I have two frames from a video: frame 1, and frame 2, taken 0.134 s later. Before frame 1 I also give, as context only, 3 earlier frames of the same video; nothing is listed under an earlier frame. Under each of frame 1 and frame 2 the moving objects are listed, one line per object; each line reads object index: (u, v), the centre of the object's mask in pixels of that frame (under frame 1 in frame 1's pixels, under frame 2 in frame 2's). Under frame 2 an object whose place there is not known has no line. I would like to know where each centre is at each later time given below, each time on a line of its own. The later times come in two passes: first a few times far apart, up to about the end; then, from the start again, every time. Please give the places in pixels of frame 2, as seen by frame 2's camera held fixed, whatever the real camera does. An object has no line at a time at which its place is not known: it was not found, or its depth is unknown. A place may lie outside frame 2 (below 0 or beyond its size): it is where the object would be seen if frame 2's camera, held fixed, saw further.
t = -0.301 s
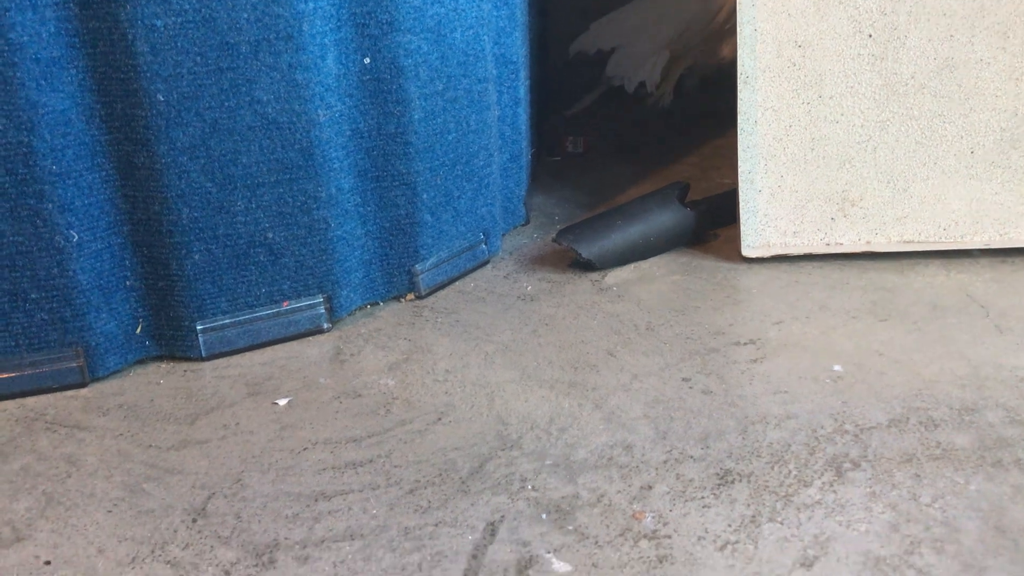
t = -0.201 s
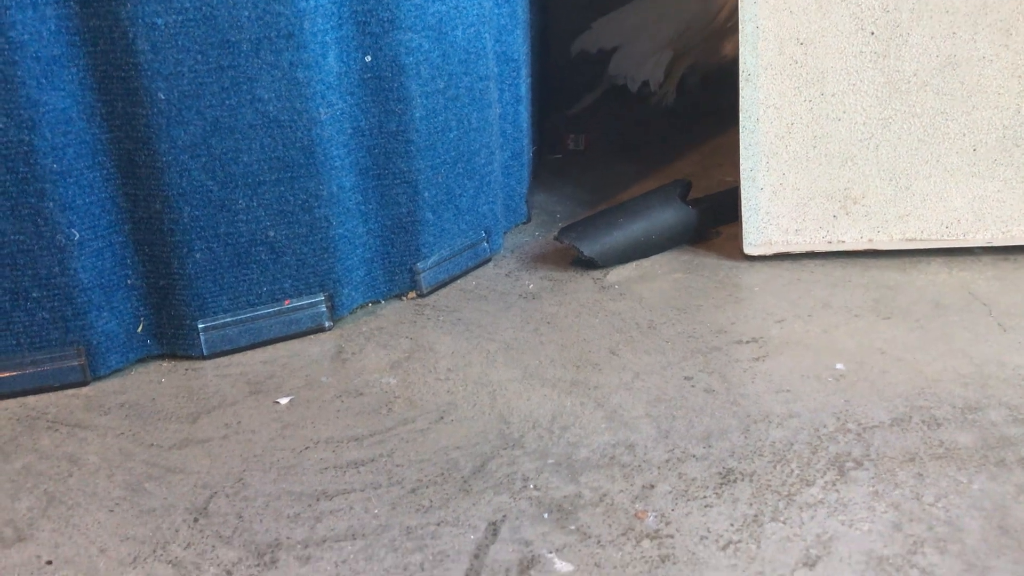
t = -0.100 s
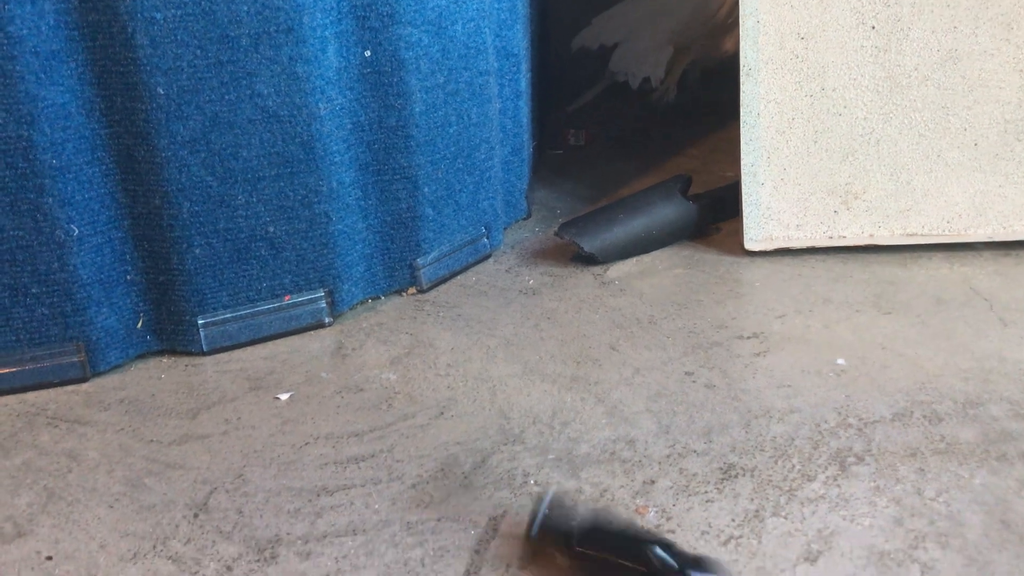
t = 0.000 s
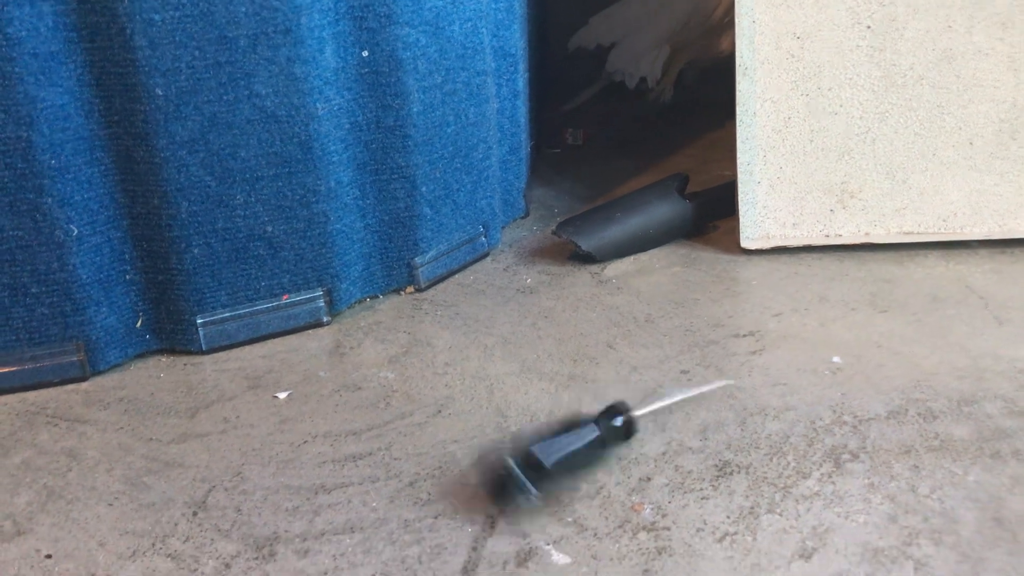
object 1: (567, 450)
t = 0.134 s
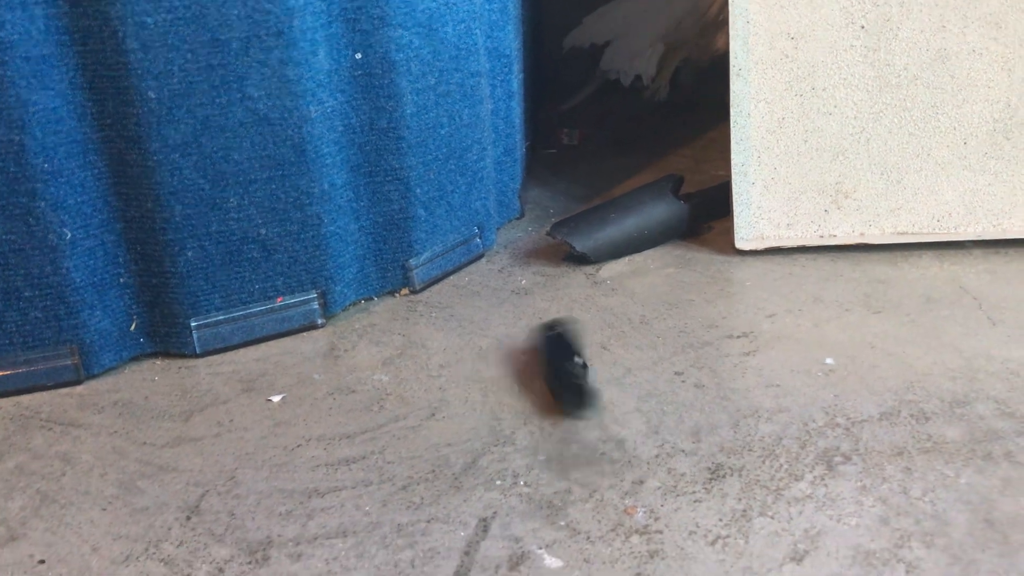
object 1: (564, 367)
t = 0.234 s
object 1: (538, 354)
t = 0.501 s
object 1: (565, 346)
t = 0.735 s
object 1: (545, 345)
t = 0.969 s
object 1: (533, 351)
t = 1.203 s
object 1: (547, 344)
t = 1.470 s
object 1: (553, 346)
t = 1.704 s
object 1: (551, 346)
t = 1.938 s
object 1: (551, 346)
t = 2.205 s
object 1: (552, 347)
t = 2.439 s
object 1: (551, 346)
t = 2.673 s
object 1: (552, 347)
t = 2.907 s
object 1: (552, 347)
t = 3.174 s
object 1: (552, 347)
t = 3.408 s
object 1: (552, 347)
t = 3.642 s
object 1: (552, 347)
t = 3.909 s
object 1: (552, 347)
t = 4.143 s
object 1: (553, 347)
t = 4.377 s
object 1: (553, 347)
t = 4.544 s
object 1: (552, 347)
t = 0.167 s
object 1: (573, 354)
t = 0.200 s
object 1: (531, 369)
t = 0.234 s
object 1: (538, 354)
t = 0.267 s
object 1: (547, 347)
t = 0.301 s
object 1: (553, 345)
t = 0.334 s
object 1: (559, 356)
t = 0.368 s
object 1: (542, 354)
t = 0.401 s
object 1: (533, 350)
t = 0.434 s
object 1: (556, 341)
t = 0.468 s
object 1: (555, 344)
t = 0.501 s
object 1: (565, 346)
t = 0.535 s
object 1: (563, 351)
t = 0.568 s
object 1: (562, 373)
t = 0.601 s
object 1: (539, 374)
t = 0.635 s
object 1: (530, 360)
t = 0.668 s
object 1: (529, 353)
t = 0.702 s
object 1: (555, 344)
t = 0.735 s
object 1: (545, 345)
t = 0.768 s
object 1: (553, 345)
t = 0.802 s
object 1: (537, 344)
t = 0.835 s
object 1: (550, 348)
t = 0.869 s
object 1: (548, 349)
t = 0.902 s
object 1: (543, 350)
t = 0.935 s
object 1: (537, 352)
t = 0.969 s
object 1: (533, 351)
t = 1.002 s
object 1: (537, 347)
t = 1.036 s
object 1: (541, 344)
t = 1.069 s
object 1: (544, 343)
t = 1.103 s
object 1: (544, 344)
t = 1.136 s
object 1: (544, 344)
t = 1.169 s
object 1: (540, 343)
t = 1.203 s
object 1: (547, 344)
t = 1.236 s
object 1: (550, 344)
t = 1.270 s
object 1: (553, 345)
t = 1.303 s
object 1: (553, 345)
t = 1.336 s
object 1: (553, 346)
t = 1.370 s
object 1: (554, 346)
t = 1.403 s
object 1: (553, 346)
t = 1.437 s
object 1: (553, 346)
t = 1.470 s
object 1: (553, 346)
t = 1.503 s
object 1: (553, 347)
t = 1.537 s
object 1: (552, 347)
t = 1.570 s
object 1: (552, 347)
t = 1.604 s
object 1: (552, 347)
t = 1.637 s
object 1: (552, 347)
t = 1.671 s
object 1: (551, 346)
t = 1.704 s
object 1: (551, 346)
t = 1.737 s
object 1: (551, 346)
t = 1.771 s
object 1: (551, 346)
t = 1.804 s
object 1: (551, 346)
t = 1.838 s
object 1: (551, 346)
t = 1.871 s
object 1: (552, 346)
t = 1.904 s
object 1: (552, 347)
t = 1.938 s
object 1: (551, 346)
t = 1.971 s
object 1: (551, 346)
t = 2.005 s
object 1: (551, 346)
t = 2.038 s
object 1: (552, 347)
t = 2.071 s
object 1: (551, 346)
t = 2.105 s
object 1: (551, 346)
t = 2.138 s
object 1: (552, 347)
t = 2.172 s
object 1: (552, 347)
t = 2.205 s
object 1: (552, 347)
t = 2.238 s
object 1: (551, 346)
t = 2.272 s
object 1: (552, 347)
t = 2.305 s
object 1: (551, 346)
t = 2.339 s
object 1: (552, 347)
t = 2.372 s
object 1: (552, 346)
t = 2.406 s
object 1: (551, 346)
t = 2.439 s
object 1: (551, 346)
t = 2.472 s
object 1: (551, 346)
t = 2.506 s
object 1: (552, 347)
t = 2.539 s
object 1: (552, 346)
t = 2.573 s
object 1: (552, 347)
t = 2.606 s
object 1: (552, 347)
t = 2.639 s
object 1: (552, 347)
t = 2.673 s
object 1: (552, 347)
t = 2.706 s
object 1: (552, 347)
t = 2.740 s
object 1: (552, 347)
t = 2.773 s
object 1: (552, 347)
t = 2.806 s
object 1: (552, 347)
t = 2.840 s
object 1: (552, 347)
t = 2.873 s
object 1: (552, 347)
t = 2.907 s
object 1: (552, 347)
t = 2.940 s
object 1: (552, 347)
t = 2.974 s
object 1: (552, 347)
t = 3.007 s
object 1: (552, 347)
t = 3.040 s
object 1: (552, 347)
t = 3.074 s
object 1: (552, 347)
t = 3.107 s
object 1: (552, 347)
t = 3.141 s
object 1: (552, 347)
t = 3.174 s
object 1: (552, 347)
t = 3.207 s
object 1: (552, 347)
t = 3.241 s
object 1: (552, 347)
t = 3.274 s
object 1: (552, 347)
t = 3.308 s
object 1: (552, 347)
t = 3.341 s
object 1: (552, 347)
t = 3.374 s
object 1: (552, 347)
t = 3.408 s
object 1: (552, 347)
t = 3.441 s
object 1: (552, 347)
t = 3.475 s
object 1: (552, 347)
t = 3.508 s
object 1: (552, 347)
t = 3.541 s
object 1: (552, 347)
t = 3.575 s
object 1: (552, 346)
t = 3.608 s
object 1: (552, 347)
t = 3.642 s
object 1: (552, 347)
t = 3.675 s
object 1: (552, 347)
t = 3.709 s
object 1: (552, 347)
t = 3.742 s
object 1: (552, 347)
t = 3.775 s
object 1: (552, 347)
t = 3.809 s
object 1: (552, 347)
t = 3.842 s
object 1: (552, 347)
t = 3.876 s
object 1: (552, 346)
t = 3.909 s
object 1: (552, 347)
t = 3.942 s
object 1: (552, 347)
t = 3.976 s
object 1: (552, 347)
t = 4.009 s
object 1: (552, 347)
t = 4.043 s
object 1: (552, 347)
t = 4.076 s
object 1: (552, 347)
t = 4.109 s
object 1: (553, 347)
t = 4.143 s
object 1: (553, 347)
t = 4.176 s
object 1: (552, 347)
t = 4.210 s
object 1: (552, 347)
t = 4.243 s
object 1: (552, 347)
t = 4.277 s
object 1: (552, 347)
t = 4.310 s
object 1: (552, 347)
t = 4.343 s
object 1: (552, 347)
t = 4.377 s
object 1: (553, 347)
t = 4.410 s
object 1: (553, 347)
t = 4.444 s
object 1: (552, 347)
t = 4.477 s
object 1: (552, 347)
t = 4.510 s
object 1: (552, 347)
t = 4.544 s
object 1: (552, 347)
